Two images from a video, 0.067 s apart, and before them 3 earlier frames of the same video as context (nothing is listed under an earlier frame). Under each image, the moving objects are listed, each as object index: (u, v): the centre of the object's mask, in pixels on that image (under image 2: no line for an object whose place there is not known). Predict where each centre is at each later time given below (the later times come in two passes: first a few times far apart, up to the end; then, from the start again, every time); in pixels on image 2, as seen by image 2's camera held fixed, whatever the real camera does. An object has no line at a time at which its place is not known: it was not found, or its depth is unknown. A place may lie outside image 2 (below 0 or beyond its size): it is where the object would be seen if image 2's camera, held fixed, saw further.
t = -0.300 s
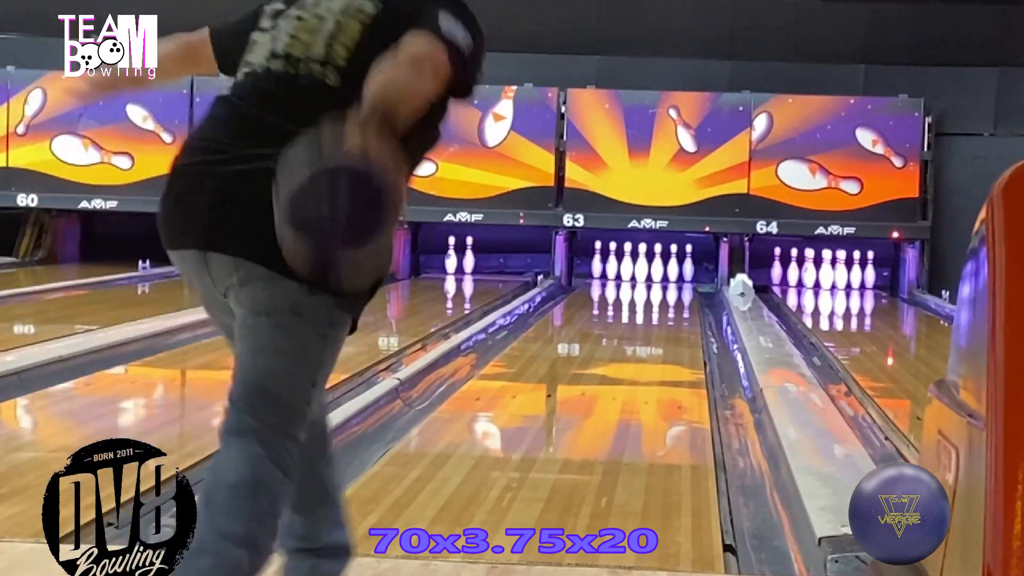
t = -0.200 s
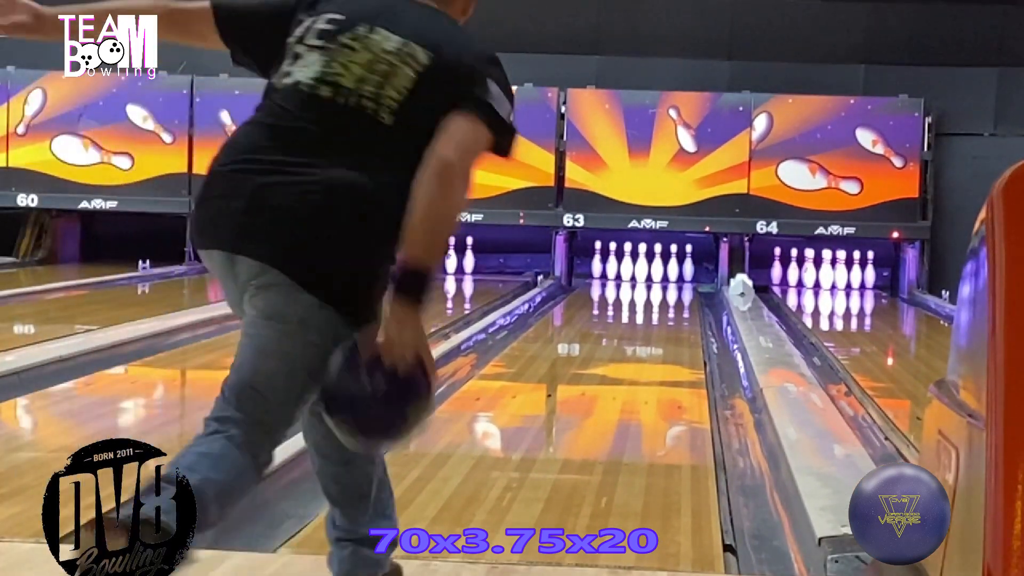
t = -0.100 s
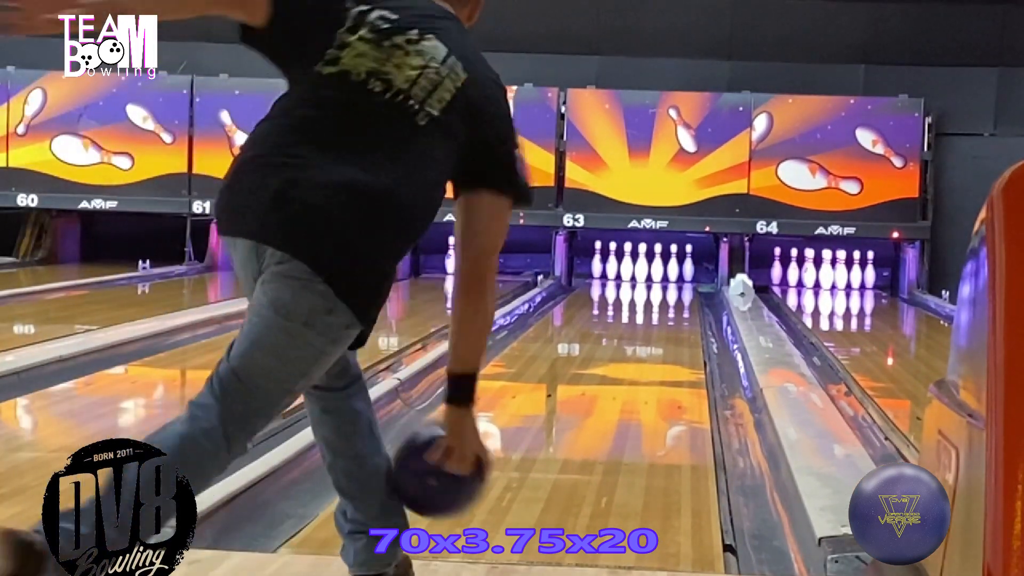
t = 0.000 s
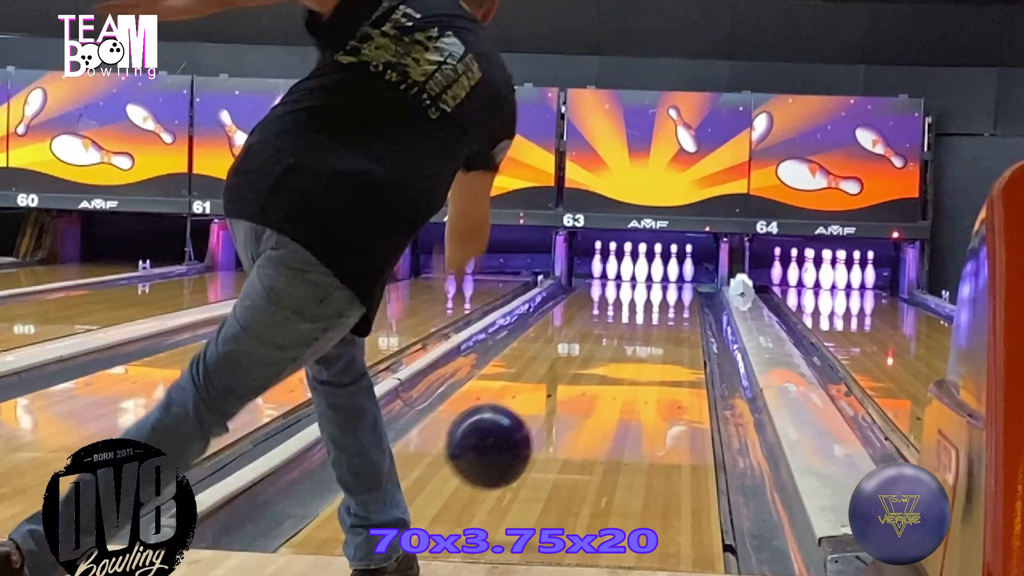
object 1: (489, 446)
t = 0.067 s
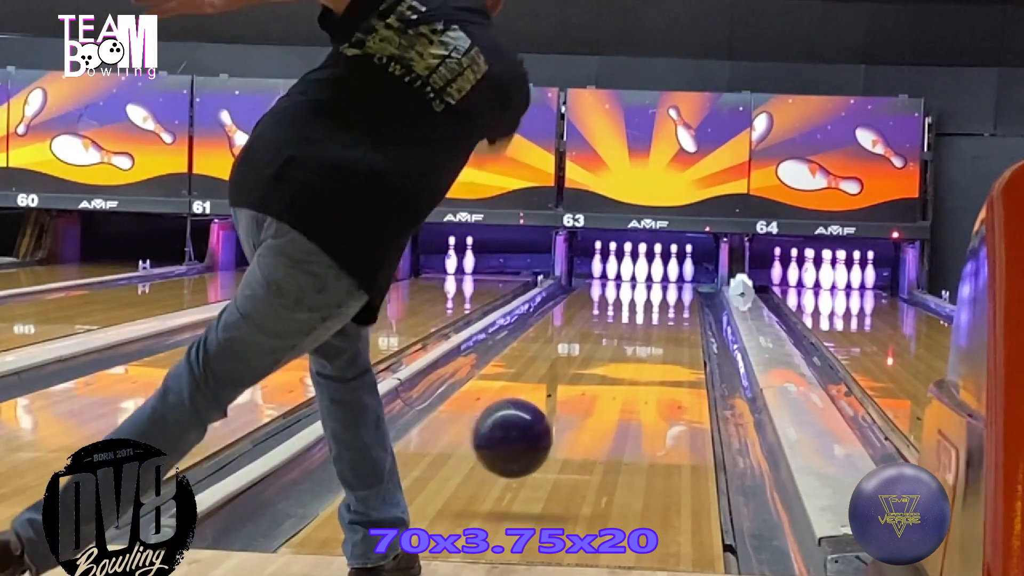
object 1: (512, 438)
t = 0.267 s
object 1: (564, 423)
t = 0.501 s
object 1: (605, 383)
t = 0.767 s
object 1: (636, 353)
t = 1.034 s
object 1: (657, 330)
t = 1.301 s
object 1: (671, 313)
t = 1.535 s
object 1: (677, 303)
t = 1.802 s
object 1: (678, 293)
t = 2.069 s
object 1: (672, 285)
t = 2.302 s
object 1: (660, 279)
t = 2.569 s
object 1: (651, 272)
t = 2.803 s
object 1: (661, 270)
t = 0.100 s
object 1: (523, 441)
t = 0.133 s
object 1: (532, 447)
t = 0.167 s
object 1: (540, 448)
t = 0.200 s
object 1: (549, 435)
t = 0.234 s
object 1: (557, 427)
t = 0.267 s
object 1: (564, 423)
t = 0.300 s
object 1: (571, 416)
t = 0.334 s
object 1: (578, 409)
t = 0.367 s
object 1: (584, 404)
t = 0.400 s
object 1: (590, 398)
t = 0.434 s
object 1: (595, 393)
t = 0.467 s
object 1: (601, 387)
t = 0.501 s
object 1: (605, 383)
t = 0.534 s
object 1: (610, 378)
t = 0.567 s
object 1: (614, 374)
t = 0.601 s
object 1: (618, 370)
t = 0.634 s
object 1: (622, 366)
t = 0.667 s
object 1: (626, 362)
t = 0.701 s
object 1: (629, 359)
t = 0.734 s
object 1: (633, 356)
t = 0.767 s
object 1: (636, 353)
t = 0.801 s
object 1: (639, 349)
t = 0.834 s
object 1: (642, 346)
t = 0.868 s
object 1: (645, 343)
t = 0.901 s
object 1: (647, 340)
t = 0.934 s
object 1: (650, 337)
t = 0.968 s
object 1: (652, 335)
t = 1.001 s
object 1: (654, 333)
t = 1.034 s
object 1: (657, 330)
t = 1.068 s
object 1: (659, 328)
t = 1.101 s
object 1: (661, 326)
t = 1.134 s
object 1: (663, 324)
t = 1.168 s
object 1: (664, 322)
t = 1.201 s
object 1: (666, 320)
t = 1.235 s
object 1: (667, 317)
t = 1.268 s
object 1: (669, 315)
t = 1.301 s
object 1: (671, 313)
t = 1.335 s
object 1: (672, 312)
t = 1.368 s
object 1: (673, 310)
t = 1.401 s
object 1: (674, 309)
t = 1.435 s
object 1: (675, 307)
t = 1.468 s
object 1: (676, 306)
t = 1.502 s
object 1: (676, 304)
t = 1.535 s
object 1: (677, 303)
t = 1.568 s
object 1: (678, 301)
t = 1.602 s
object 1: (678, 300)
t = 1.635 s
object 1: (678, 299)
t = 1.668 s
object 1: (678, 297)
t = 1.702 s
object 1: (679, 296)
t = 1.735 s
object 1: (679, 295)
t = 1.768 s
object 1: (679, 294)
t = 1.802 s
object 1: (678, 293)
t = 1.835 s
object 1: (677, 292)
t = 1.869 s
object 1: (677, 291)
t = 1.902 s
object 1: (677, 290)
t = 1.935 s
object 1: (676, 289)
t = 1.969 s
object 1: (675, 288)
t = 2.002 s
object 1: (674, 287)
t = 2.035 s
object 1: (673, 286)
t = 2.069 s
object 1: (672, 285)
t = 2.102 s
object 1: (671, 284)
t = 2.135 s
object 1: (669, 283)
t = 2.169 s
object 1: (667, 282)
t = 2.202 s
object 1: (665, 281)
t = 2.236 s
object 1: (664, 280)
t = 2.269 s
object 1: (662, 279)
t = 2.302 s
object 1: (660, 279)
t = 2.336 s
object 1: (659, 278)
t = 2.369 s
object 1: (658, 277)
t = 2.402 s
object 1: (657, 277)
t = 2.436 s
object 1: (655, 276)
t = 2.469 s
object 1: (653, 275)
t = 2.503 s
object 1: (653, 274)
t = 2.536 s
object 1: (651, 273)
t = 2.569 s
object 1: (651, 272)
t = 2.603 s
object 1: (653, 273)
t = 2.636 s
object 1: (653, 272)
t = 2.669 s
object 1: (653, 271)
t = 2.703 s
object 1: (654, 271)
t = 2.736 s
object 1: (656, 271)
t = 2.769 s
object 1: (659, 271)
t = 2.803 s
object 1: (661, 270)
